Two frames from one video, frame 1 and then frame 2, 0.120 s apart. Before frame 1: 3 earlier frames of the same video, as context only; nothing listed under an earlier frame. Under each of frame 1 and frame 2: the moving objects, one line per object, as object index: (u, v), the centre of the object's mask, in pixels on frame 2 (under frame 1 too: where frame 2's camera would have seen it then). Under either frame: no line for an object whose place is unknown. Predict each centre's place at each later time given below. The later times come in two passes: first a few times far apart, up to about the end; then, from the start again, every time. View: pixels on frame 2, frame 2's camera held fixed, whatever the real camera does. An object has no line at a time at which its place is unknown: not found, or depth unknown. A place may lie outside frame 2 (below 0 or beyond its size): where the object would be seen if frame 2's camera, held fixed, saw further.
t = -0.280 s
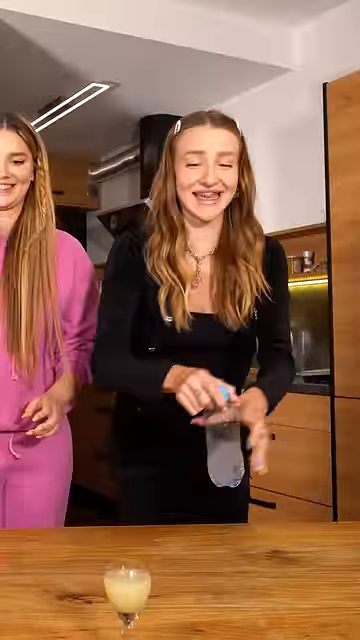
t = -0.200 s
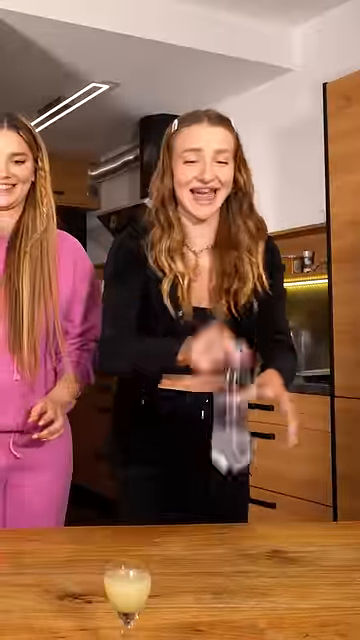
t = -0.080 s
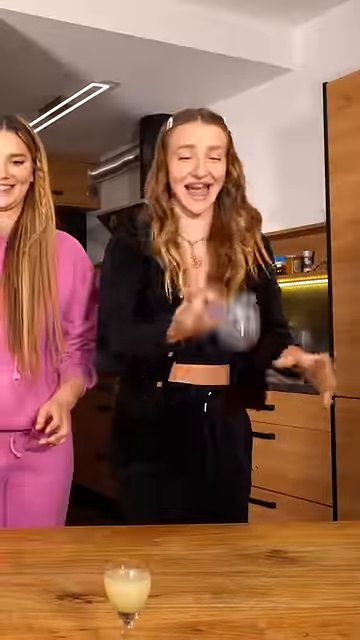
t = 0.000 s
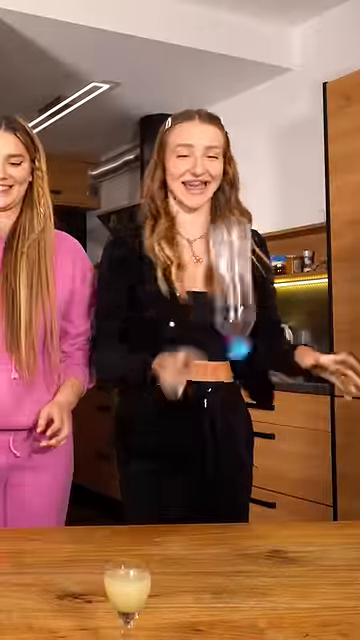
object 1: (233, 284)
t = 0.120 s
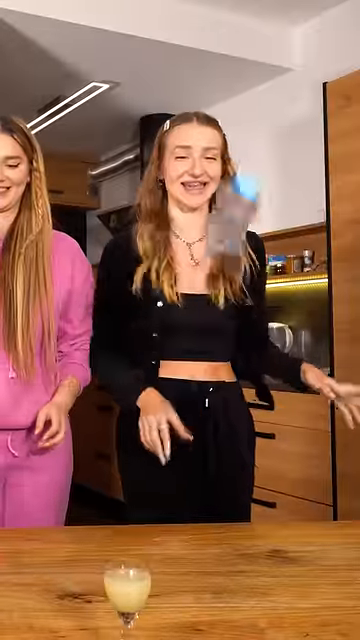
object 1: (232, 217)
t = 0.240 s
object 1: (227, 264)
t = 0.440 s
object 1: (221, 537)
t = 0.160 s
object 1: (230, 220)
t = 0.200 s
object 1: (228, 235)
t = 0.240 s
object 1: (227, 264)
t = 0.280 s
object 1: (226, 301)
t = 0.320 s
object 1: (225, 360)
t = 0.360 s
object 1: (225, 429)
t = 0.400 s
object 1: (223, 494)
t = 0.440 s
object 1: (221, 537)
